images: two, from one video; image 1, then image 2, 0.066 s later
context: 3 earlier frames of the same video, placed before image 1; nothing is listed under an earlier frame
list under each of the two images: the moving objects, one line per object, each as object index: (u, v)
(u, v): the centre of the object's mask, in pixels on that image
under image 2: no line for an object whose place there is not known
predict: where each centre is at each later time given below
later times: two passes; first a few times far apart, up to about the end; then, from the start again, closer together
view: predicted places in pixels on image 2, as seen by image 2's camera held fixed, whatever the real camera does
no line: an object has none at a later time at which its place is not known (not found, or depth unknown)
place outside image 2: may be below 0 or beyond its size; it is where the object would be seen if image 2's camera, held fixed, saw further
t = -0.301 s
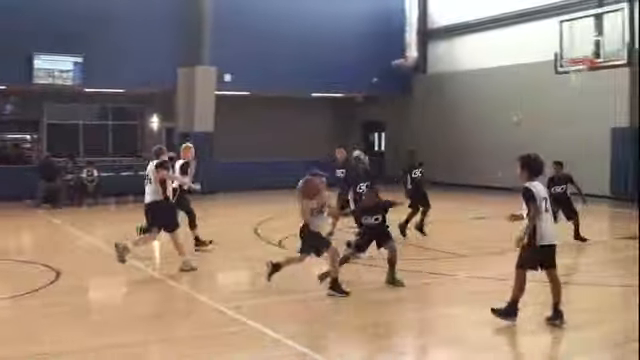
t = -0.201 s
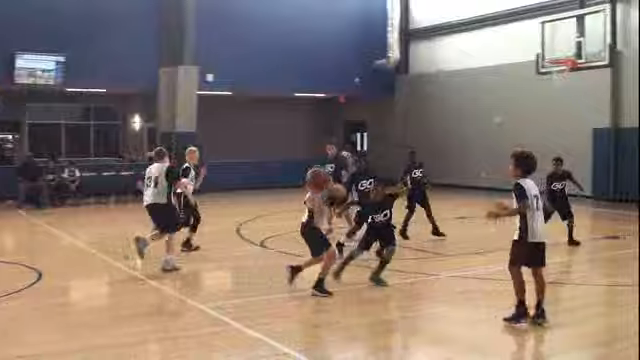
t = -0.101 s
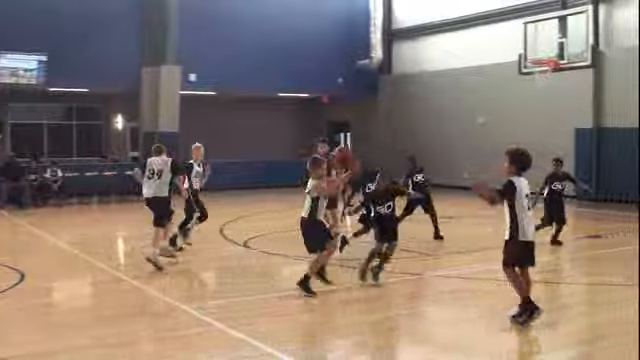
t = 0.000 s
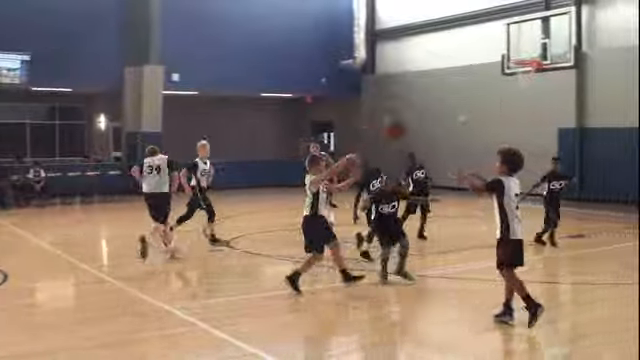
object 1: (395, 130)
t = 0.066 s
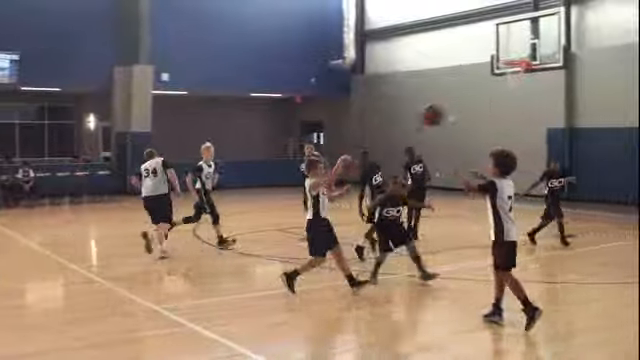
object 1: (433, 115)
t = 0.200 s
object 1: (522, 102)
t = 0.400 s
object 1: (651, 113)
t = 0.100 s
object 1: (455, 110)
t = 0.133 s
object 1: (477, 106)
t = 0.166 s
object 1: (500, 104)
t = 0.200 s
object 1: (522, 102)
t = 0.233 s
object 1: (544, 101)
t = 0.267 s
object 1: (565, 102)
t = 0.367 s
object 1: (629, 108)
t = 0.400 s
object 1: (651, 113)
